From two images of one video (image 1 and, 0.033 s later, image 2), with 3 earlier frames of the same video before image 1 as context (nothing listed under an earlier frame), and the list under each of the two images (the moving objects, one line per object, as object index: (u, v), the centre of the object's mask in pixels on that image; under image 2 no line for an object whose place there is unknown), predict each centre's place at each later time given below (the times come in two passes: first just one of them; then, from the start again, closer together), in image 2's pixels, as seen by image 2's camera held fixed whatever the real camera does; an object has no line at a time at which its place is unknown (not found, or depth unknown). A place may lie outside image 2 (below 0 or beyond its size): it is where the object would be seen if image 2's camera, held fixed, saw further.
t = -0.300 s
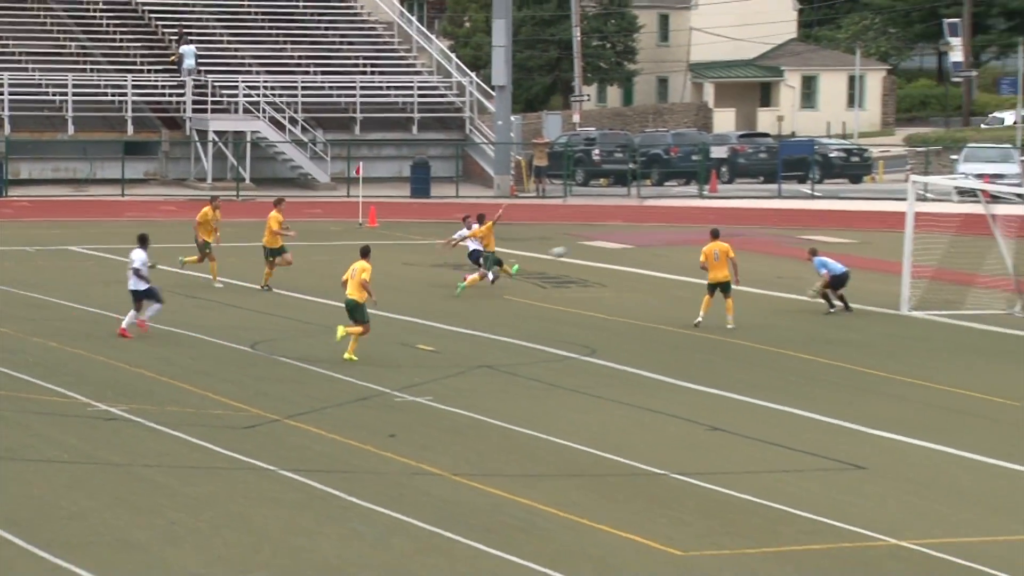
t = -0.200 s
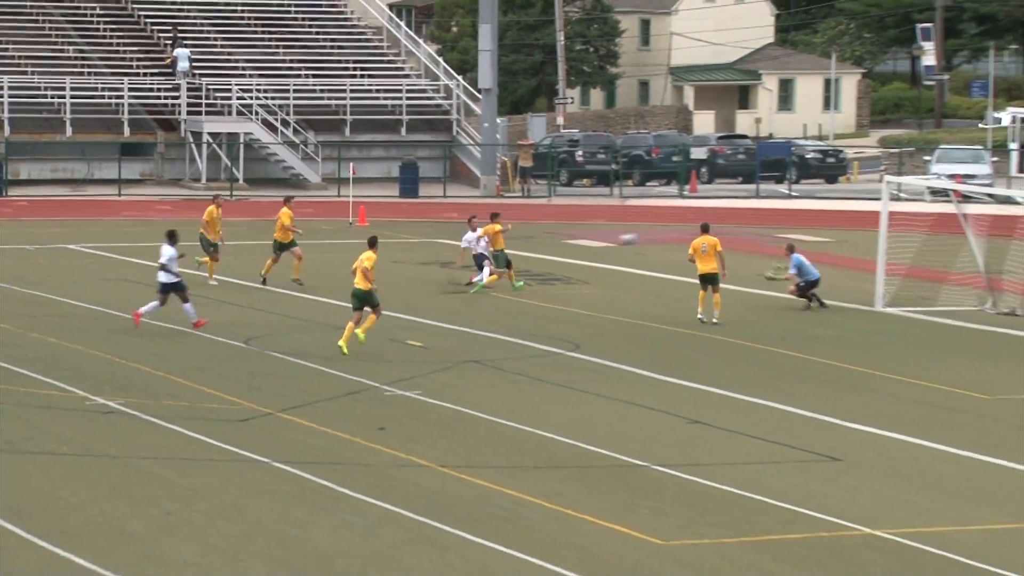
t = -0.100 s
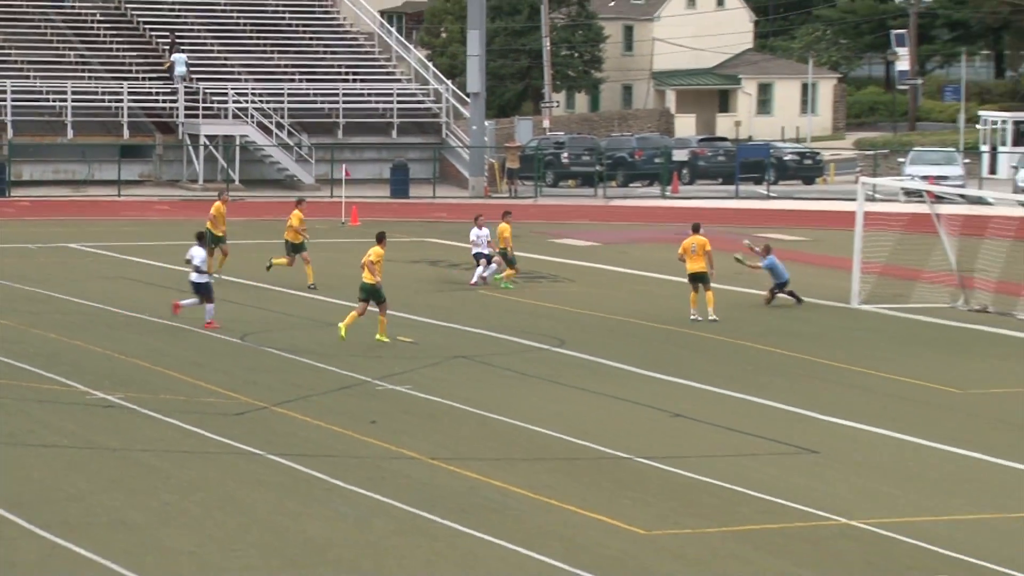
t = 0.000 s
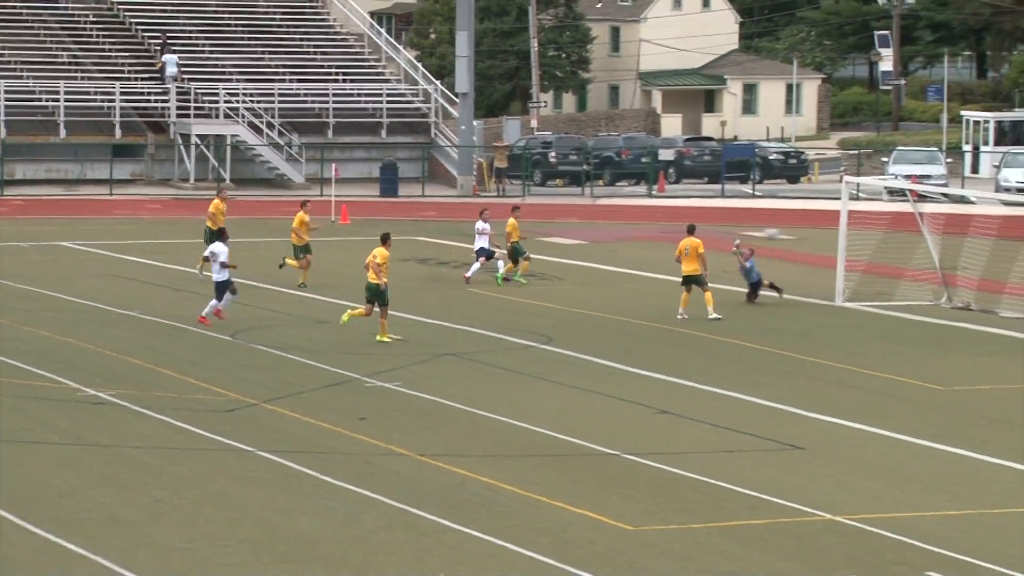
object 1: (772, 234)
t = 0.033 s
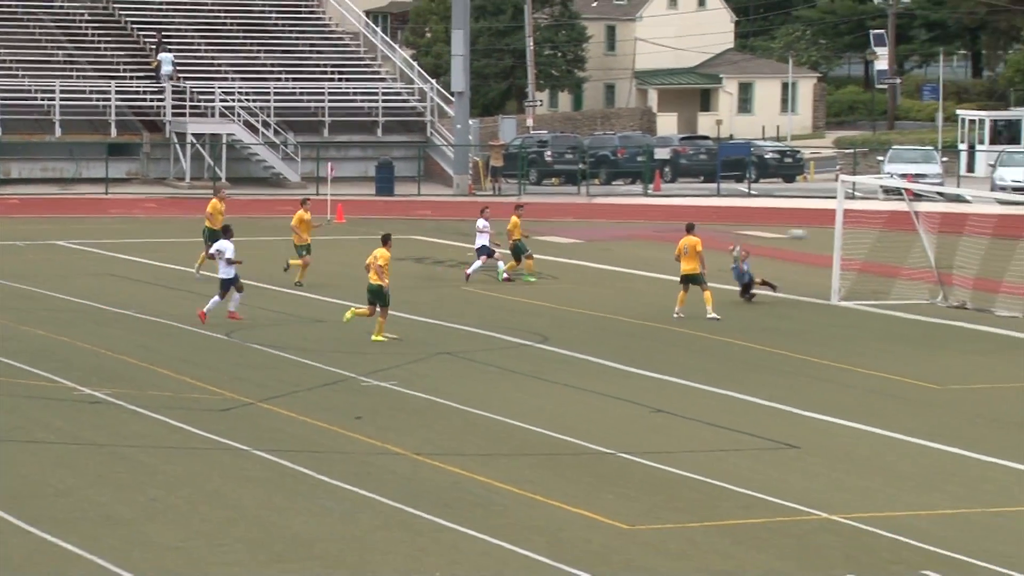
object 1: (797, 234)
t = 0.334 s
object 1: (1079, 285)
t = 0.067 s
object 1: (827, 236)
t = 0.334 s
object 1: (1079, 285)
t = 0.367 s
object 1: (1107, 294)
